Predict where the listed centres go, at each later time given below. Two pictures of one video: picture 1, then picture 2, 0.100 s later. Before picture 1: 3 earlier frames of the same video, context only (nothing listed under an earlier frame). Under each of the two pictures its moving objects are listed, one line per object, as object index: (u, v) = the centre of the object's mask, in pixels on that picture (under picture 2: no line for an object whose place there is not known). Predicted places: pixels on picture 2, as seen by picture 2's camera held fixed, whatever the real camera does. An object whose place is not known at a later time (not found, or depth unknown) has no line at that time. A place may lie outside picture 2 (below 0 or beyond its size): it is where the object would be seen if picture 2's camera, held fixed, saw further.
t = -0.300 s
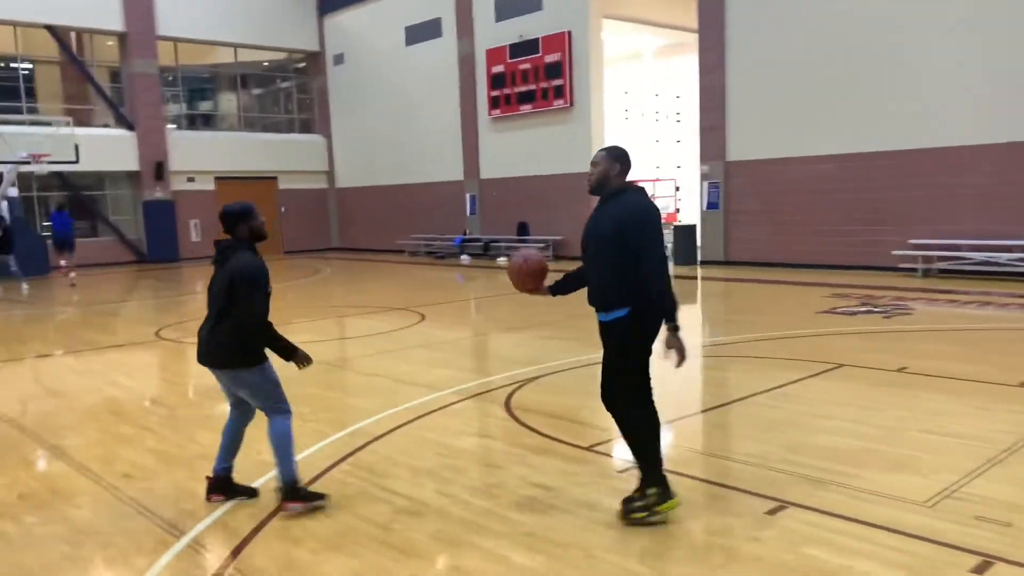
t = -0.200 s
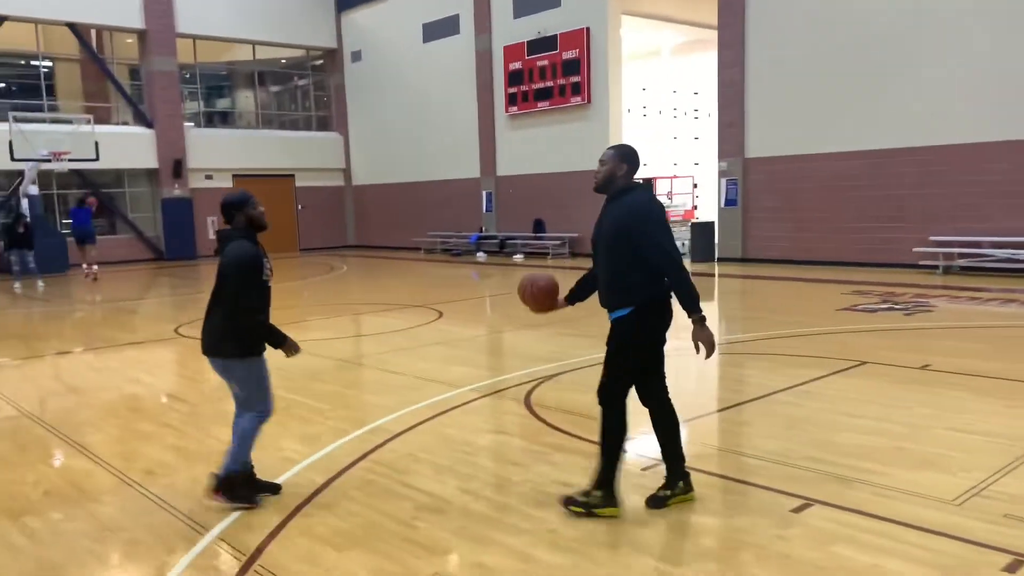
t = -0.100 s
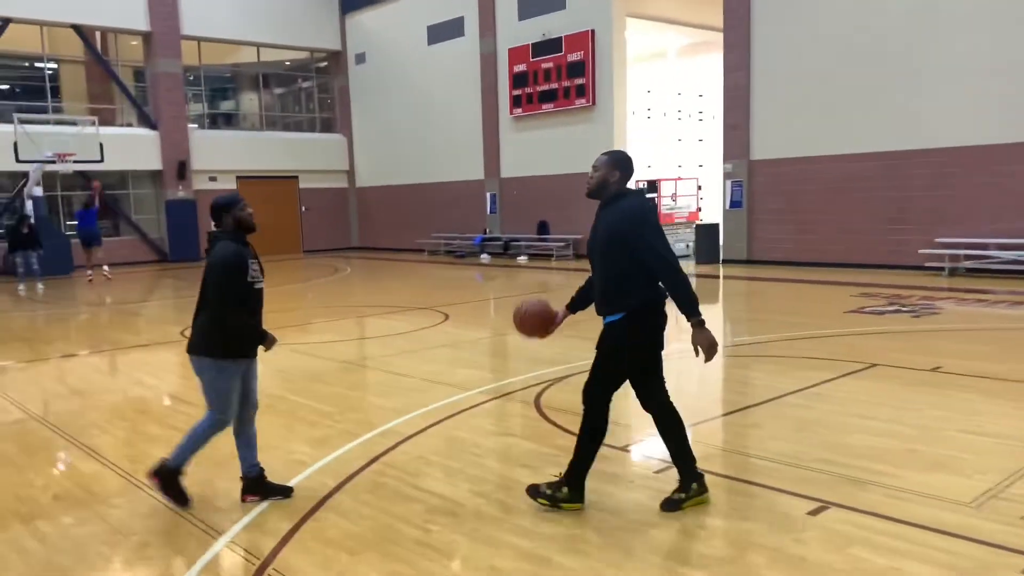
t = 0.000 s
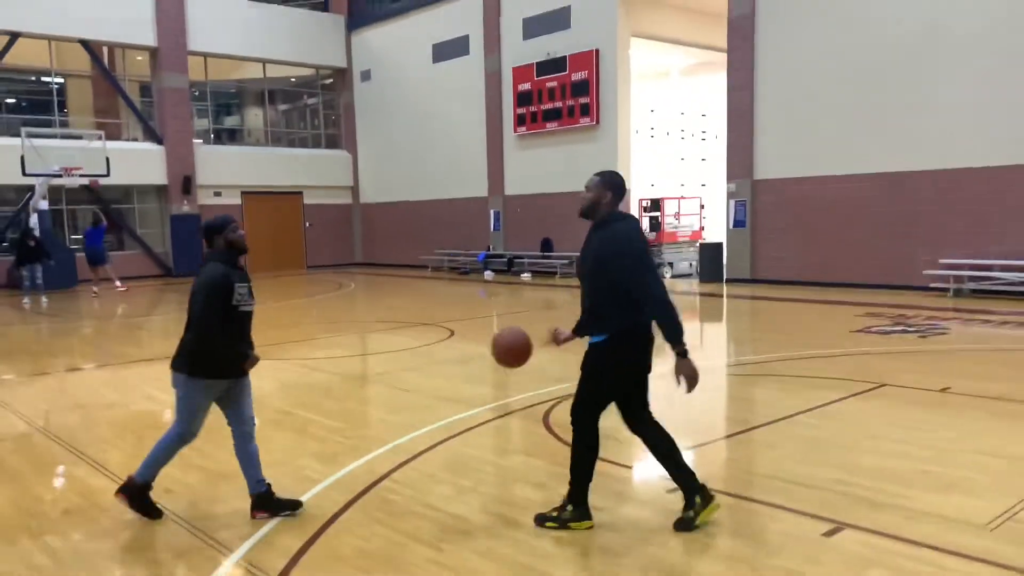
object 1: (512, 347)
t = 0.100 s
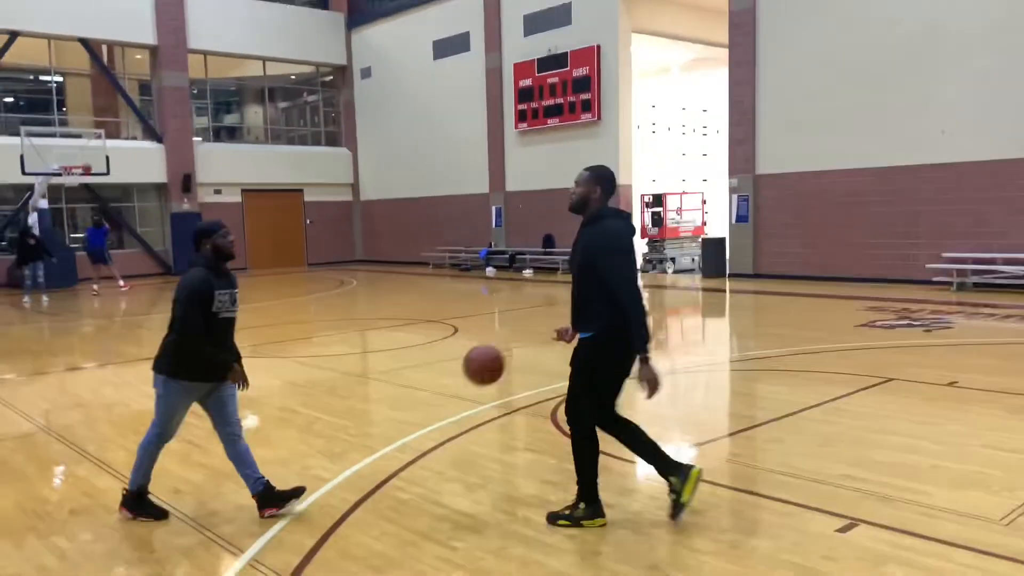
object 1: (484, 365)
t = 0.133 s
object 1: (471, 375)
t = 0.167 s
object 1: (457, 387)
